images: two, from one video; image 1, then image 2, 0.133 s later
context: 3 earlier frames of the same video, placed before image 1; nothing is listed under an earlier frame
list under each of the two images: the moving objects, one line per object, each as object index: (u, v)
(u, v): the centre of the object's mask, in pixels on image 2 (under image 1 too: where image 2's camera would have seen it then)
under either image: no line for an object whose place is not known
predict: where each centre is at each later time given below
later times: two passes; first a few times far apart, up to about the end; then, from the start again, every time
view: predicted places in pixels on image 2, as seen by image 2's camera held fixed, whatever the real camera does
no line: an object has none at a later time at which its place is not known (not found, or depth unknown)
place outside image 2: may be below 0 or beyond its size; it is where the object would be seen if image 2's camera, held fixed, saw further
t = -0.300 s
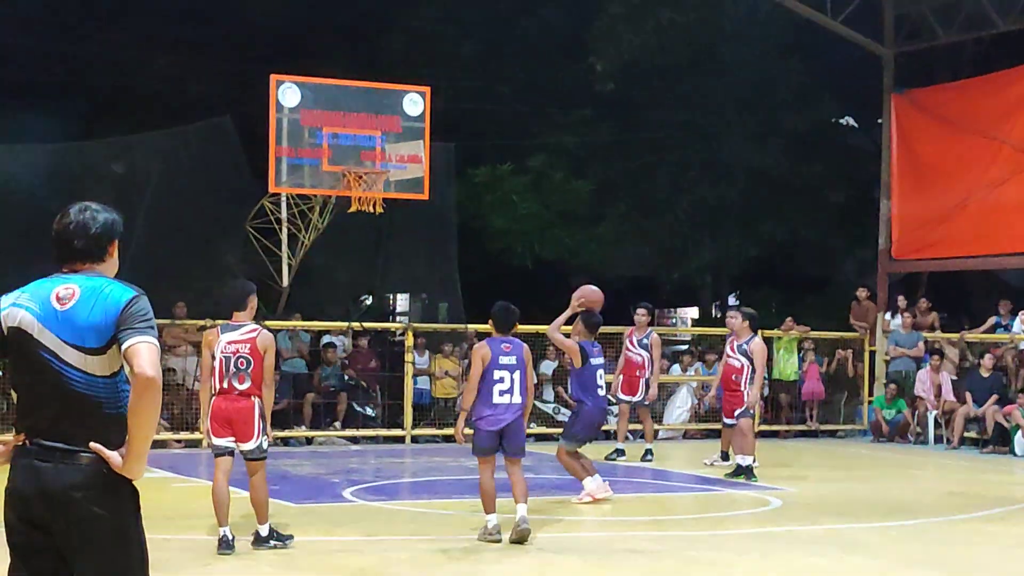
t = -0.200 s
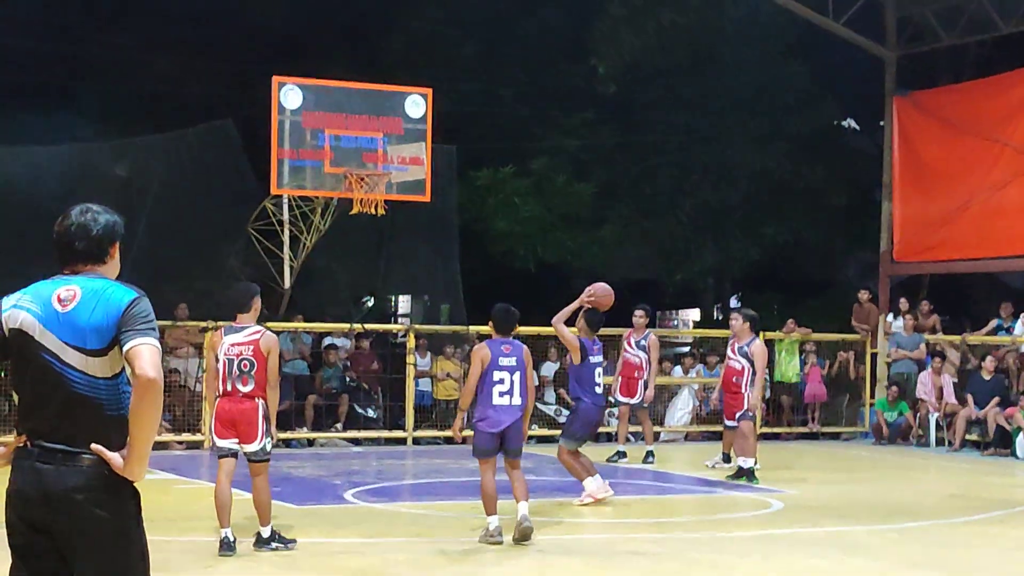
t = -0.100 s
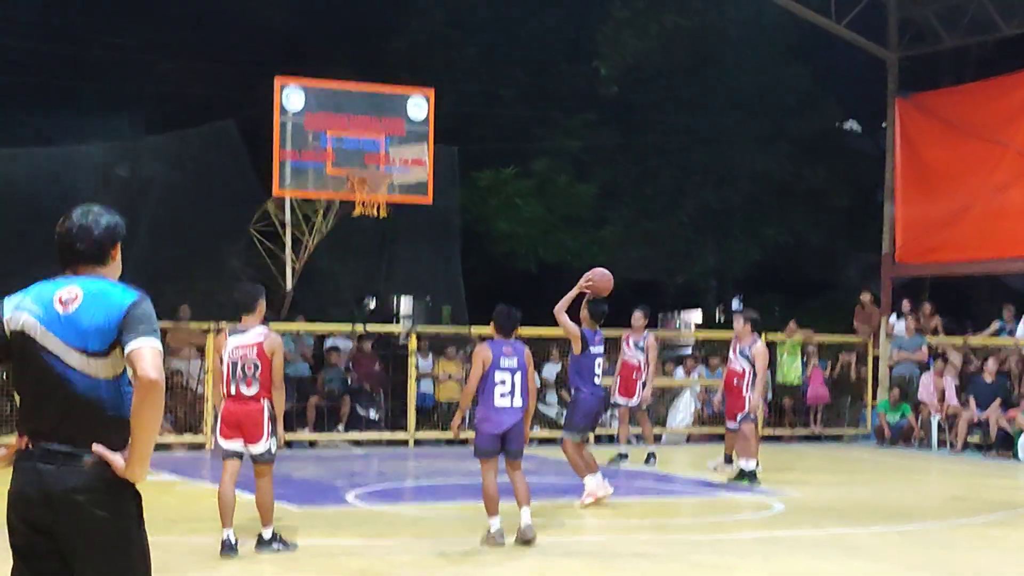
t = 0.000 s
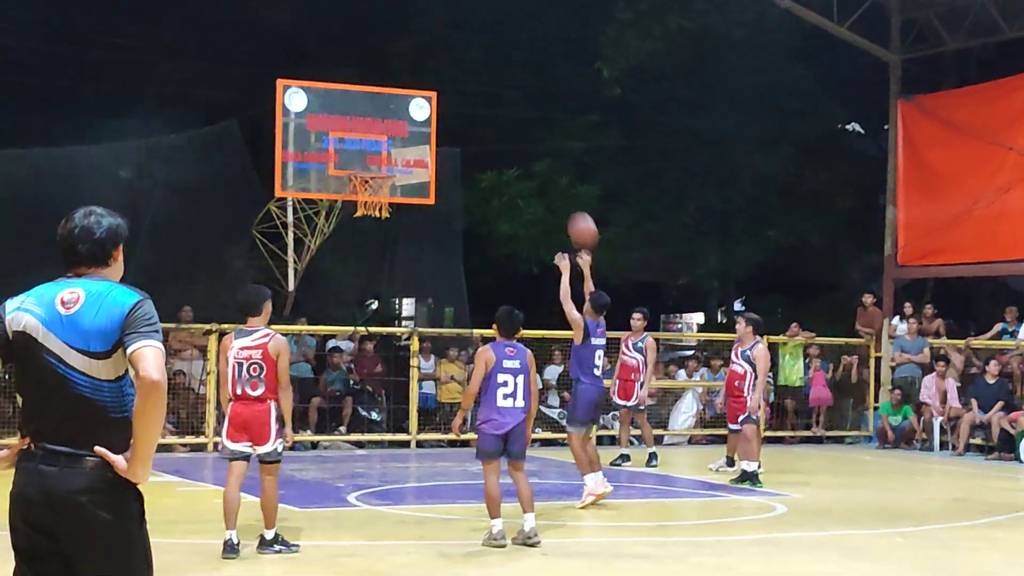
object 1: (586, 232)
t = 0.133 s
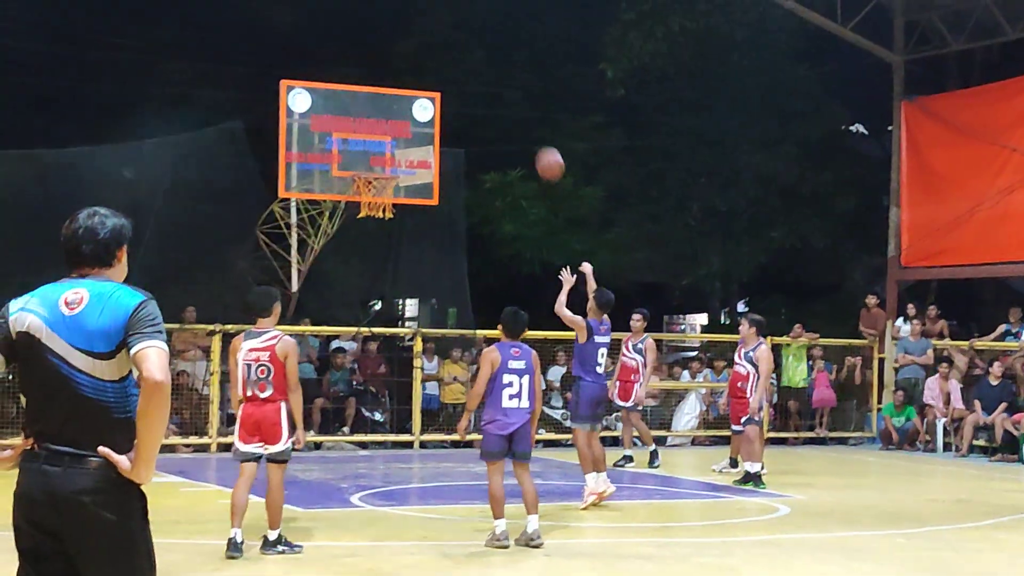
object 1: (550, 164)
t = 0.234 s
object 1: (524, 129)
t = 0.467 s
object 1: (469, 95)
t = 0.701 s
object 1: (419, 116)
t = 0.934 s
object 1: (375, 182)
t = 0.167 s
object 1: (541, 151)
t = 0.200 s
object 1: (533, 140)
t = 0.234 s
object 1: (524, 129)
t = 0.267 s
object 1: (517, 121)
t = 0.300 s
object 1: (509, 114)
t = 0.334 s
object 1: (500, 108)
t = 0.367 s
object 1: (493, 103)
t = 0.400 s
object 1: (485, 99)
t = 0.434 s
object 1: (477, 97)
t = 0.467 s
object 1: (469, 95)
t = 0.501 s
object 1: (462, 95)
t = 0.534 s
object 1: (455, 96)
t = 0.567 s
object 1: (448, 98)
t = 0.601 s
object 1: (441, 101)
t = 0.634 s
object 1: (434, 105)
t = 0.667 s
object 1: (427, 110)
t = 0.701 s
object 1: (419, 116)
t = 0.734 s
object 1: (412, 123)
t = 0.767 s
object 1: (406, 131)
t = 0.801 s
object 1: (400, 139)
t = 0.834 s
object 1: (393, 149)
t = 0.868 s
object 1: (385, 160)
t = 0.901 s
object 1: (380, 167)
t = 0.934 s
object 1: (375, 182)
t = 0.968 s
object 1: (375, 192)
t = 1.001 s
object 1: (372, 212)
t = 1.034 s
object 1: (368, 222)
